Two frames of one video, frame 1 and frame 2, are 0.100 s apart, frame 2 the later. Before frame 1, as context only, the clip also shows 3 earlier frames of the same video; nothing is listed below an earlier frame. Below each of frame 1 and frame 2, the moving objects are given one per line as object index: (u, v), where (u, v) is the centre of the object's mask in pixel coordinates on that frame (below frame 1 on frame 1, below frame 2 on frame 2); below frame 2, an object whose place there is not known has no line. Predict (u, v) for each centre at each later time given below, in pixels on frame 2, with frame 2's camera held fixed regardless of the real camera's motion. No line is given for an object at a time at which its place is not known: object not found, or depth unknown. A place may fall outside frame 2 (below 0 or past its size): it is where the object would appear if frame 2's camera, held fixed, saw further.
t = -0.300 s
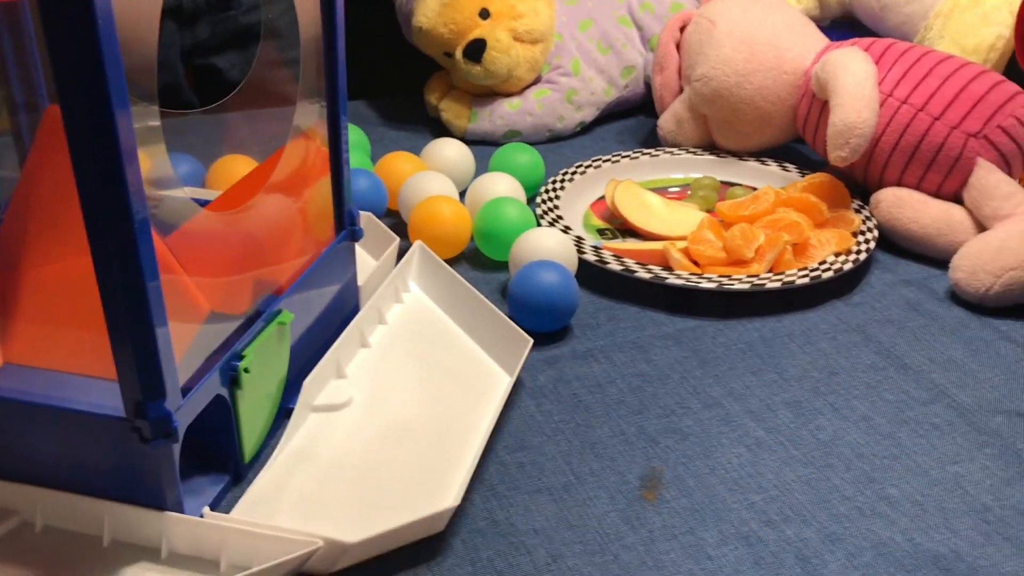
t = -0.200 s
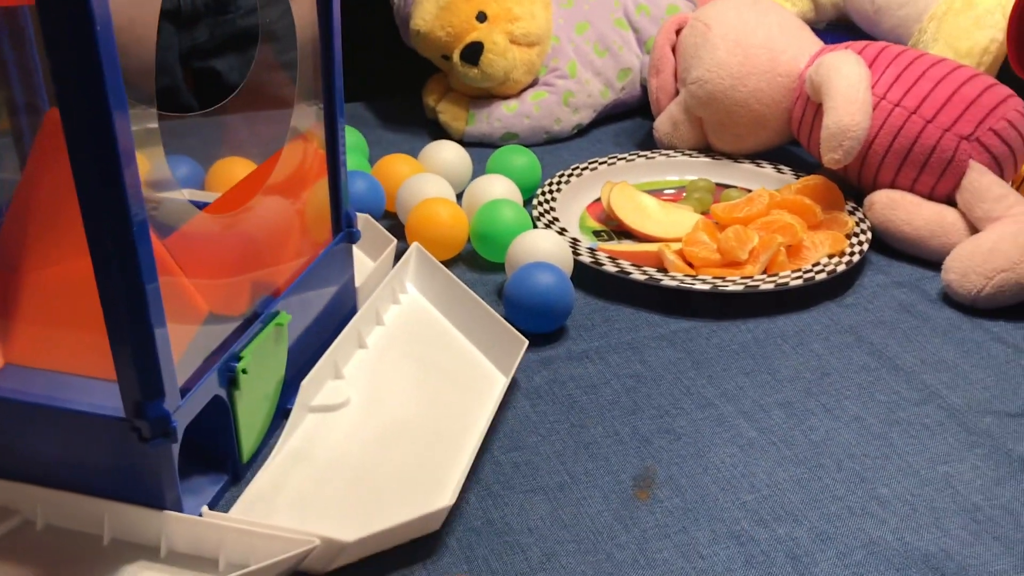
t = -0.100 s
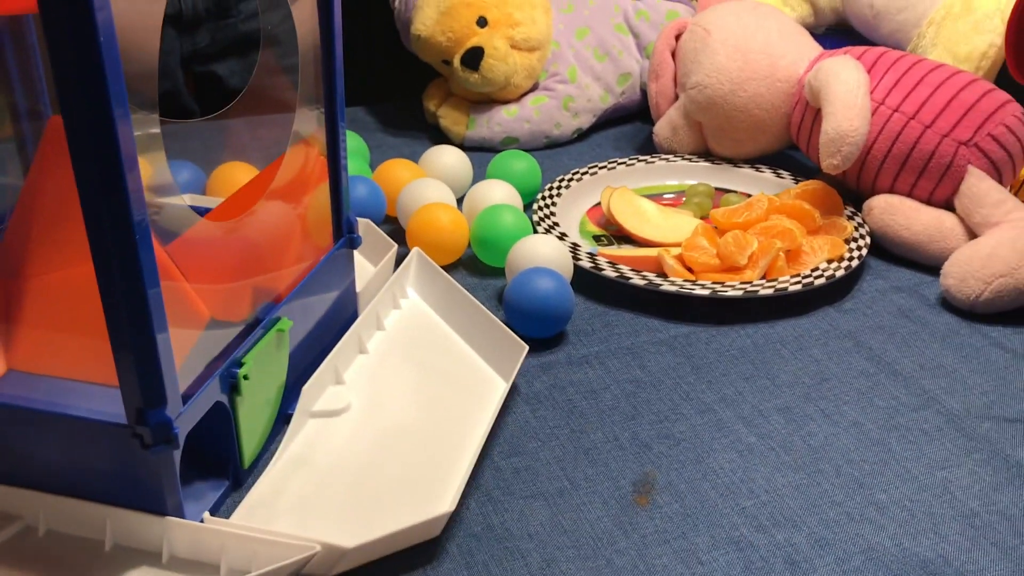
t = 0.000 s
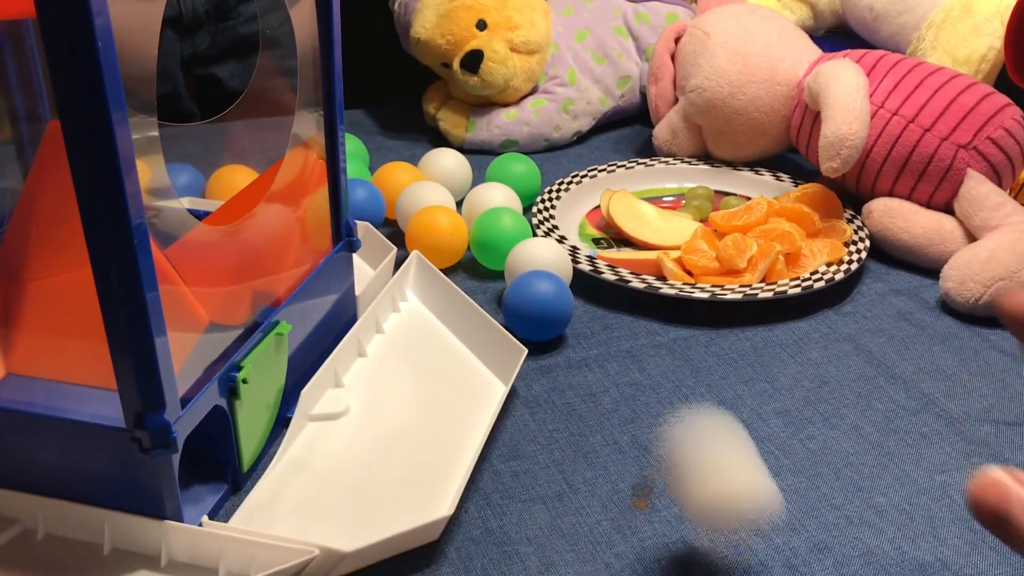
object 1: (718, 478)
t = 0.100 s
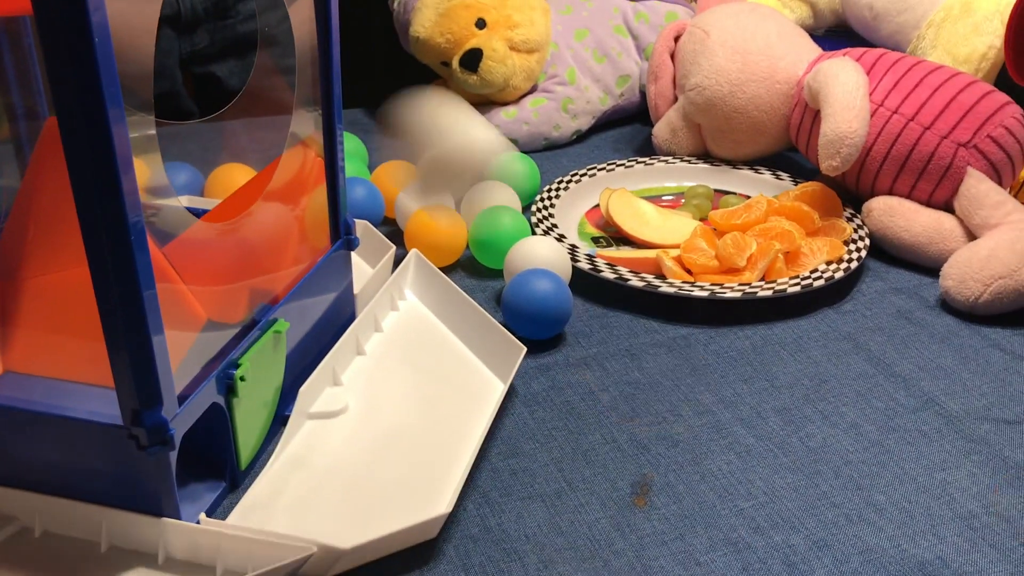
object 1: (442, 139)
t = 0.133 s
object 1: (352, 85)
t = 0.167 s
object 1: (254, 56)
